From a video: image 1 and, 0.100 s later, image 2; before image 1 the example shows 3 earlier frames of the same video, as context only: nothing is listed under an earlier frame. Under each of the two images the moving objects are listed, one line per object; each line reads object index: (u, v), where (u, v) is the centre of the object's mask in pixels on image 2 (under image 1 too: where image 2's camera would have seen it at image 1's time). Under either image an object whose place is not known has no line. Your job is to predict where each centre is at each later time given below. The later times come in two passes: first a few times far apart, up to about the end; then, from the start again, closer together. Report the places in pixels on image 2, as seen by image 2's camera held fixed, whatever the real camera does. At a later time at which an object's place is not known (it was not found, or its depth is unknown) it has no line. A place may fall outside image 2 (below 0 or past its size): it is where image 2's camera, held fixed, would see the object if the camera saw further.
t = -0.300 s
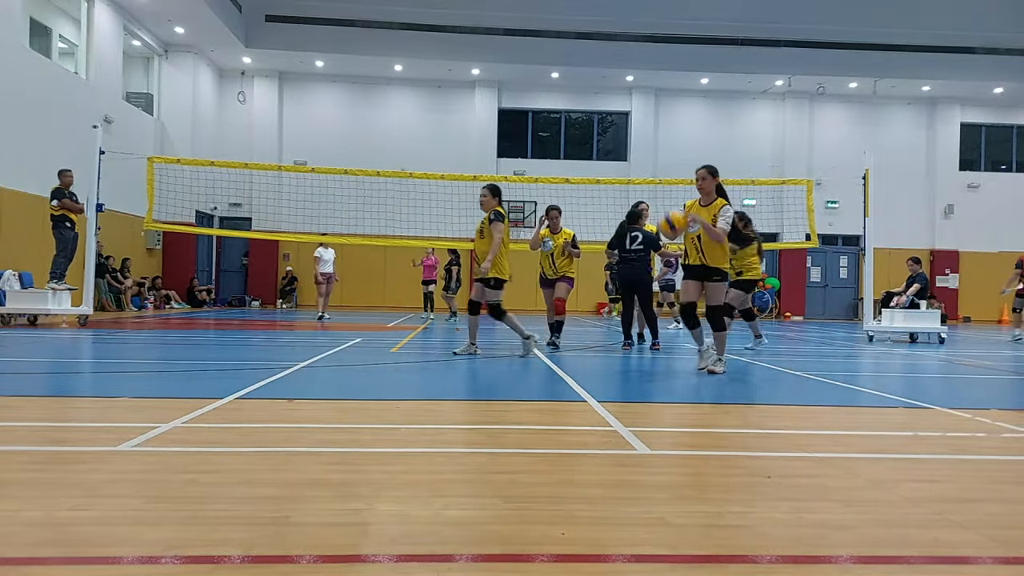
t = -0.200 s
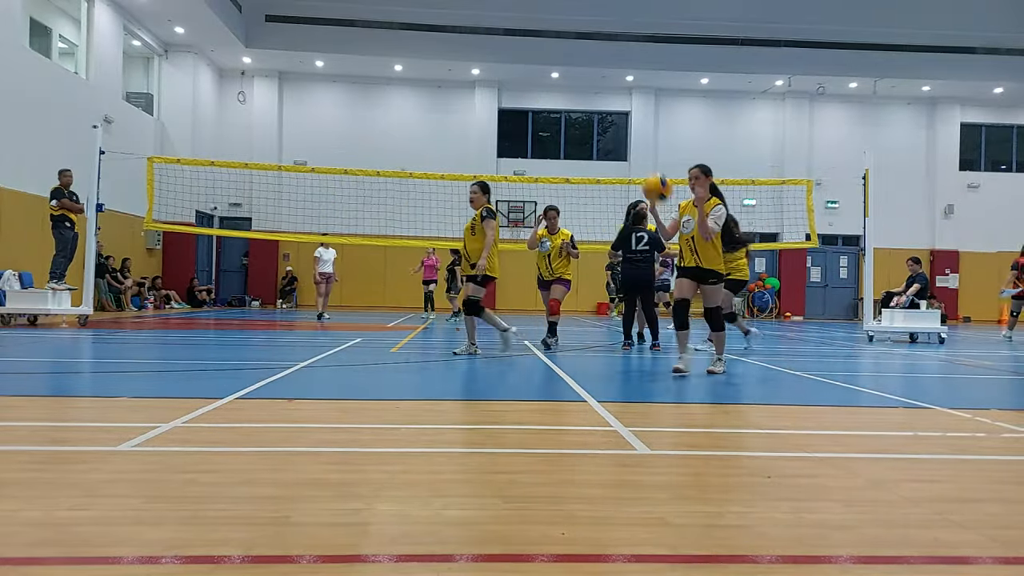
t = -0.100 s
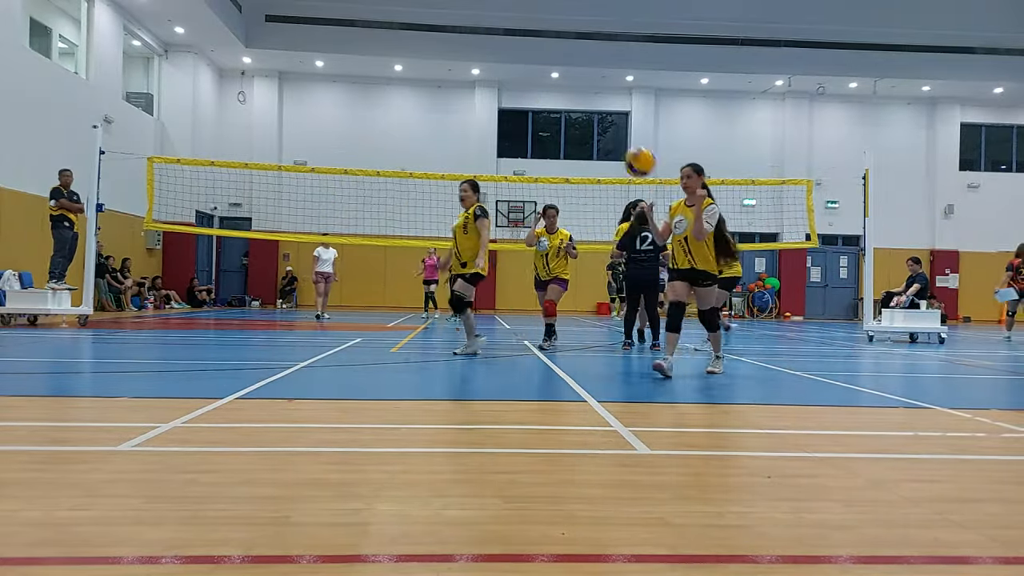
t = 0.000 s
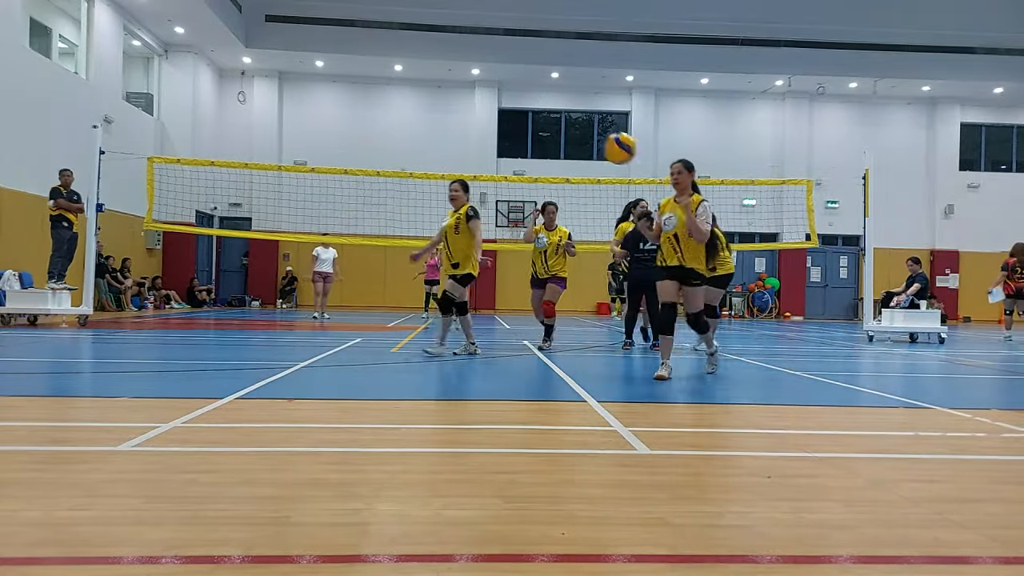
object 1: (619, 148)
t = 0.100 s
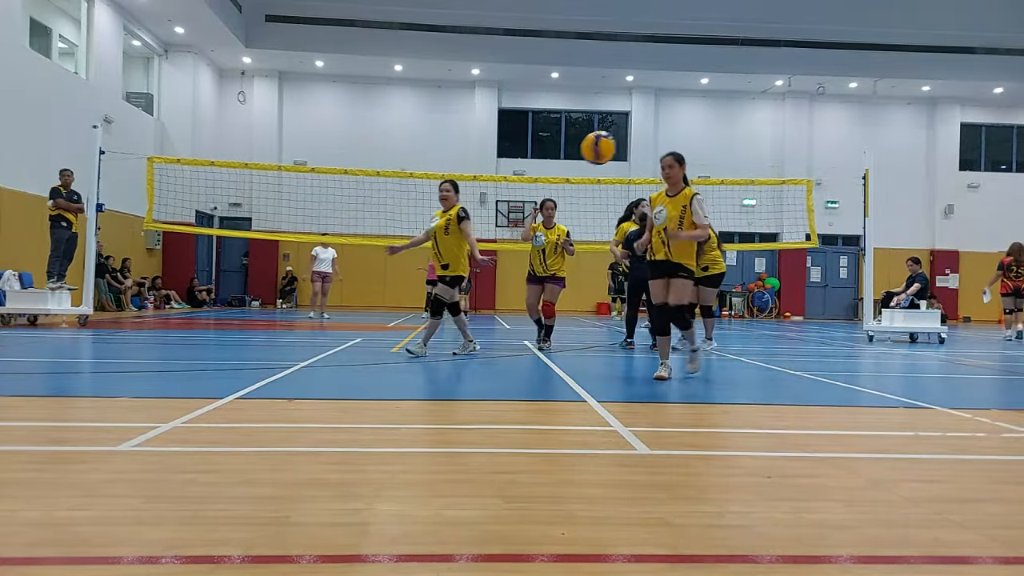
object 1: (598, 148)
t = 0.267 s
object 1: (556, 183)
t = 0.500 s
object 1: (484, 323)
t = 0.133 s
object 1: (591, 150)
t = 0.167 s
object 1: (583, 155)
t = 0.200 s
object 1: (575, 162)
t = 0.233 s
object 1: (566, 171)
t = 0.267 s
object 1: (556, 183)
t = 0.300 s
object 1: (547, 197)
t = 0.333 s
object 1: (537, 212)
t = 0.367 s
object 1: (528, 229)
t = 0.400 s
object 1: (518, 248)
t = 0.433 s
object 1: (506, 270)
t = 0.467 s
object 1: (496, 296)
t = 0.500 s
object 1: (484, 323)
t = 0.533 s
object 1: (471, 355)
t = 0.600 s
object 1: (460, 362)
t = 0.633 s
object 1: (460, 338)
